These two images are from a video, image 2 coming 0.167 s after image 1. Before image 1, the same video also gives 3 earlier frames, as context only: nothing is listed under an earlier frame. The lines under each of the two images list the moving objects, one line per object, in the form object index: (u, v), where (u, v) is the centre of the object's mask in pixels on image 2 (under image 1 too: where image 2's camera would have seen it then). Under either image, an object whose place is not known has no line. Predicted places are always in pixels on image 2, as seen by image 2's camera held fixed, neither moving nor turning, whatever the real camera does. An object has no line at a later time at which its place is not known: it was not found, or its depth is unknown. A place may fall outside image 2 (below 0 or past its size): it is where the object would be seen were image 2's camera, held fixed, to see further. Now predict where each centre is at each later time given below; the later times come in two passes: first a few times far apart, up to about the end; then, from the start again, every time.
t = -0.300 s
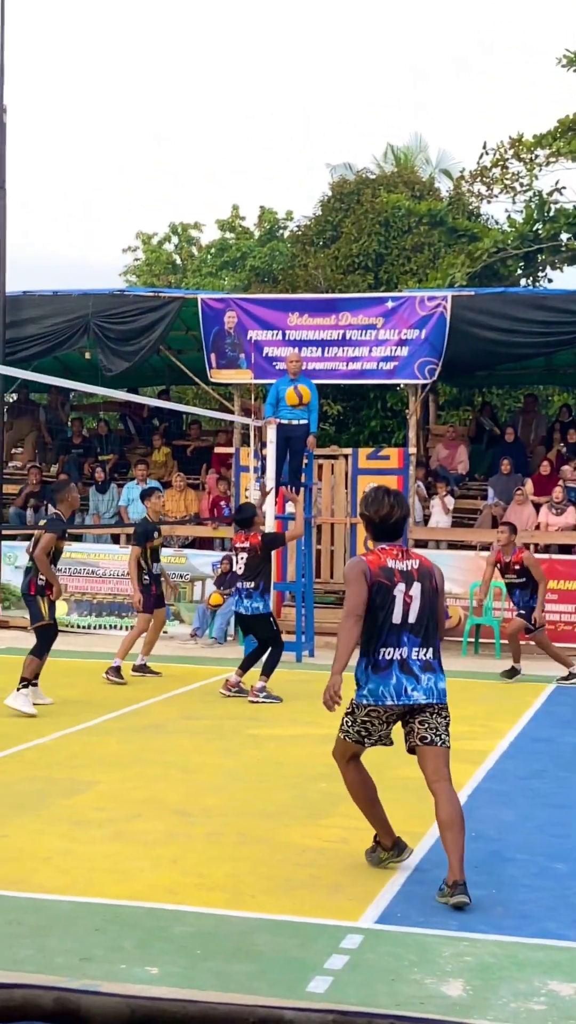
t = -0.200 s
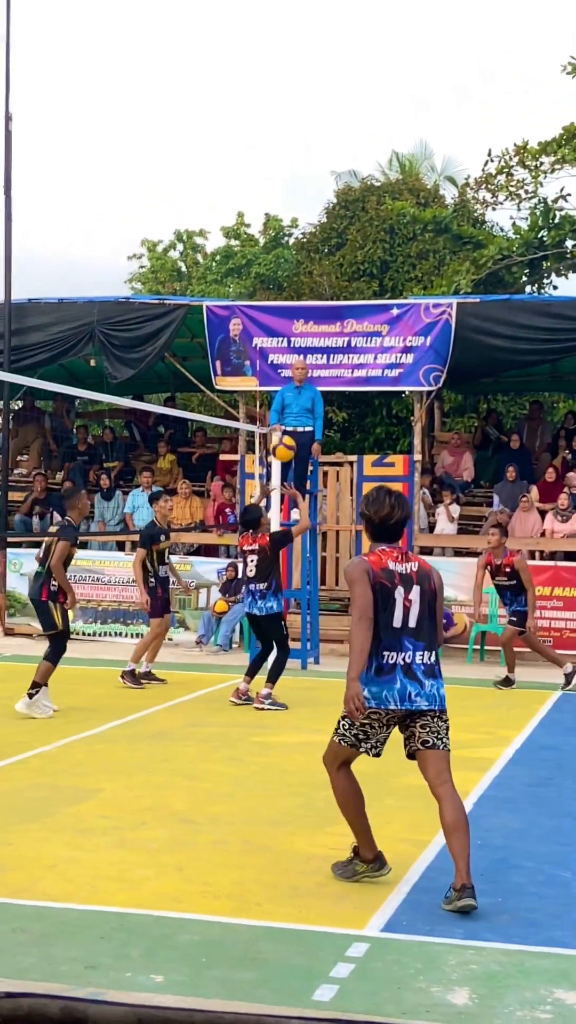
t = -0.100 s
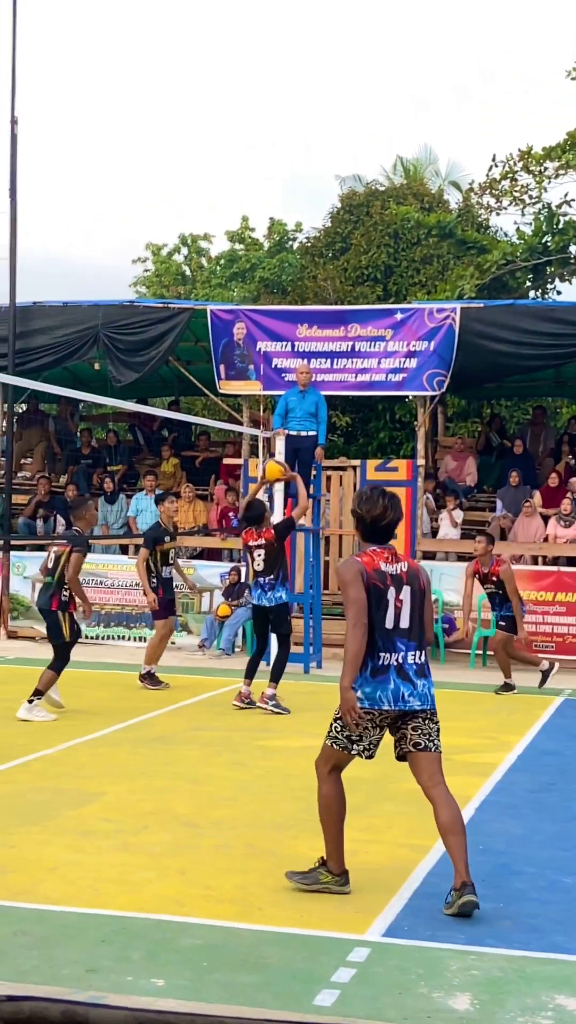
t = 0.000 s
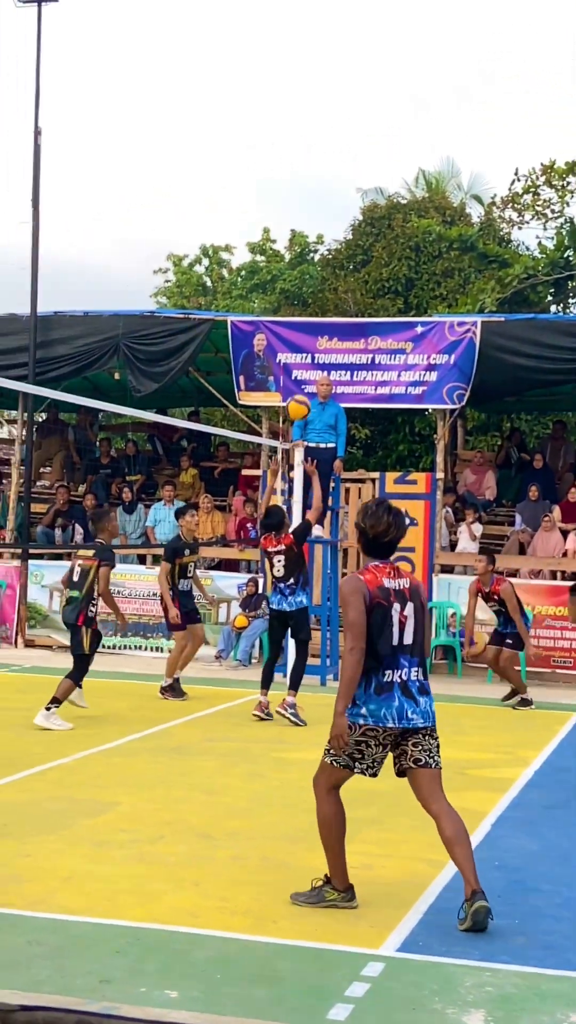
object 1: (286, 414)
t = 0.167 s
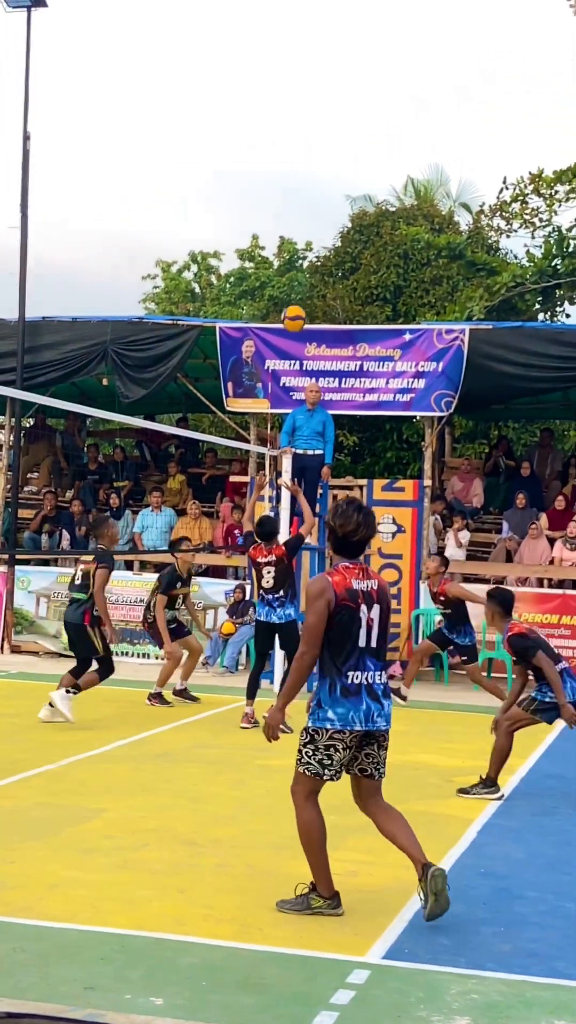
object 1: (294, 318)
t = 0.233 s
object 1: (296, 291)
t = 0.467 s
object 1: (304, 234)
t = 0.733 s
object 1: (307, 245)
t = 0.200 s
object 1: (295, 304)
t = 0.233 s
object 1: (296, 291)
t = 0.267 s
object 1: (298, 278)
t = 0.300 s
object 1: (299, 268)
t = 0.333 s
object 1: (300, 258)
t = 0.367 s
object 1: (301, 251)
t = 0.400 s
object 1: (302, 245)
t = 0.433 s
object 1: (303, 239)
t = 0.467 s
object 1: (304, 234)
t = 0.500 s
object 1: (305, 232)
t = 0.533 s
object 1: (305, 230)
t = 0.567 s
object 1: (306, 230)
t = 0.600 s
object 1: (307, 230)
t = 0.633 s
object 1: (307, 232)
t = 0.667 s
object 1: (307, 235)
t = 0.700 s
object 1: (307, 239)
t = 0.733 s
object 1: (307, 245)
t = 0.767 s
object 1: (307, 251)
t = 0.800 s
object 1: (306, 256)
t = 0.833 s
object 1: (309, 268)
